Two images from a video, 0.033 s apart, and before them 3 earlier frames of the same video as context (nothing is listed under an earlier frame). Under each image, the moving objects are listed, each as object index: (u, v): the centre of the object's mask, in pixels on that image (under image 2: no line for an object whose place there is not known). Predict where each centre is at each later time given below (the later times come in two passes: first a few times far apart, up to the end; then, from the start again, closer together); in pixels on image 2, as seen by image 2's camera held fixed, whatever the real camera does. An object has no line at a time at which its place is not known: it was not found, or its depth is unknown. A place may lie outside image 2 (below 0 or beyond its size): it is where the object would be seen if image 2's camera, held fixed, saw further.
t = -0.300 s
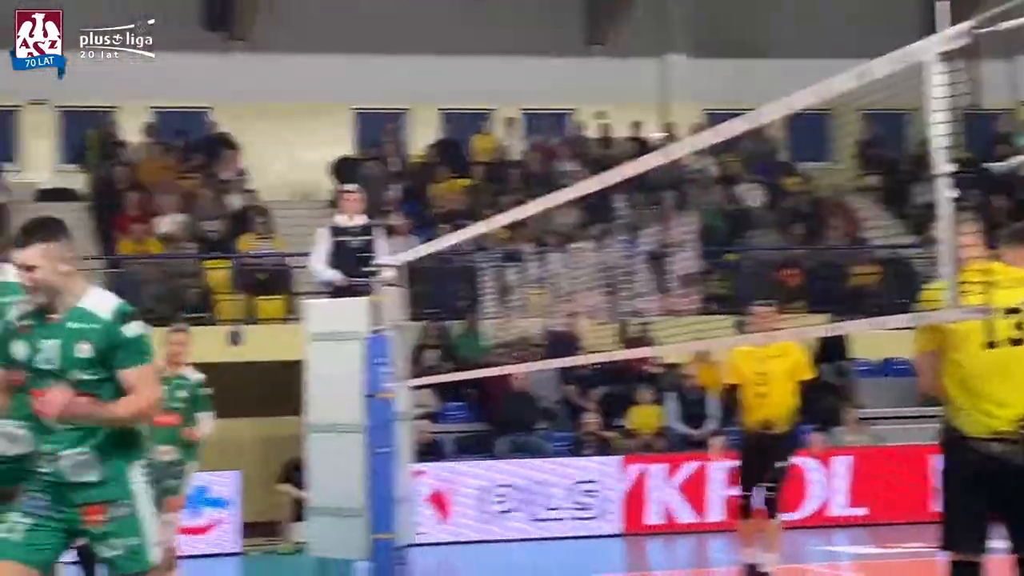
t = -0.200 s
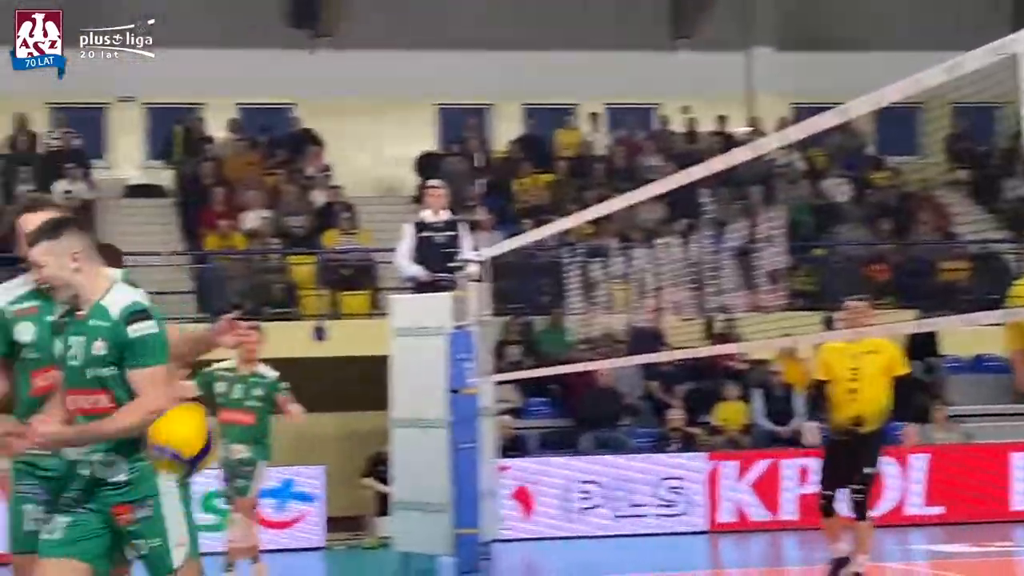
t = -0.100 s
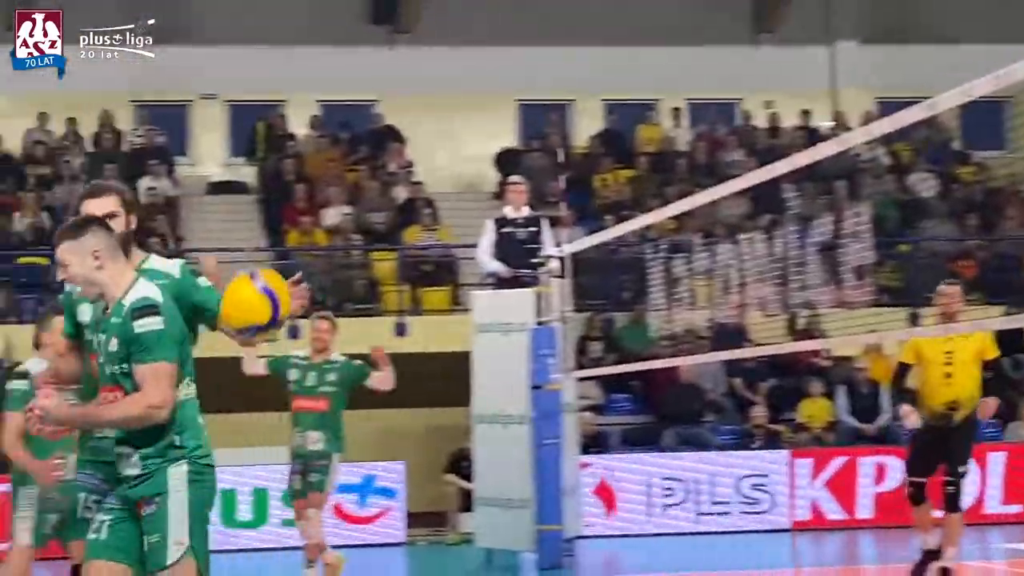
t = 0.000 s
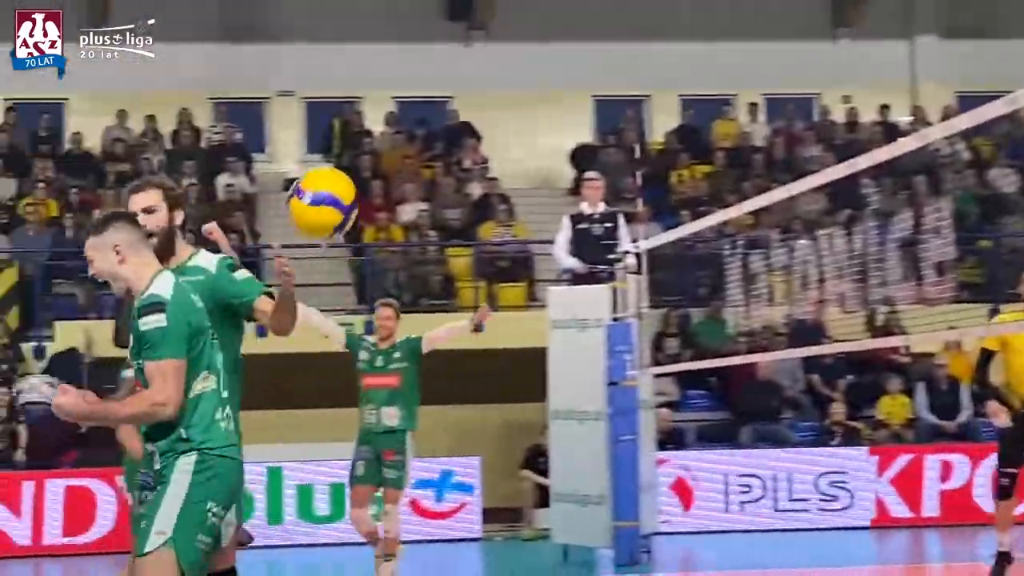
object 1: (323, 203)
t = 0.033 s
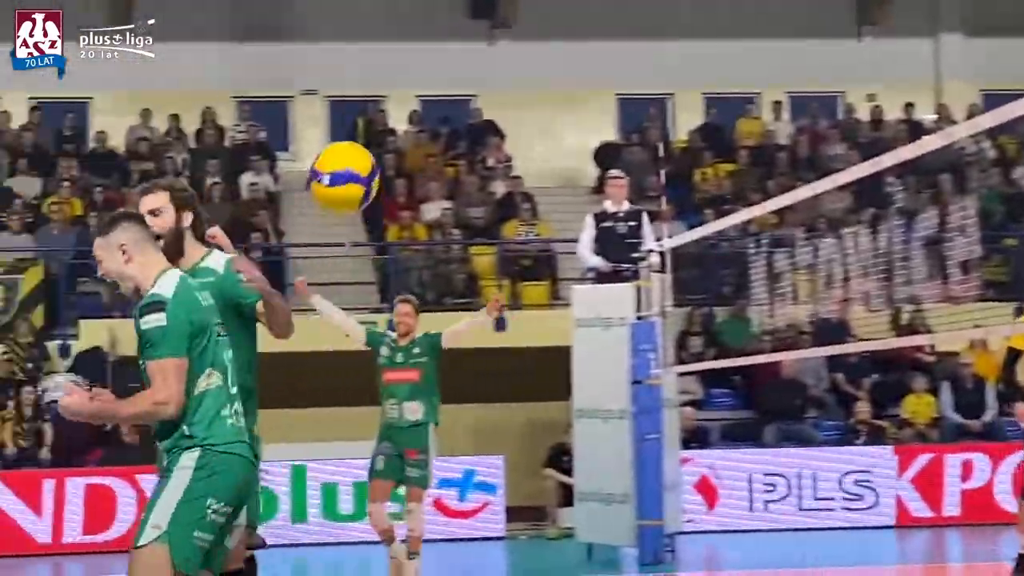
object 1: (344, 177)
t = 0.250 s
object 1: (326, 106)
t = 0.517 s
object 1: (308, 227)
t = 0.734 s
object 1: (297, 506)
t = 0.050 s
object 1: (342, 166)
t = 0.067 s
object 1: (341, 157)
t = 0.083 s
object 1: (339, 148)
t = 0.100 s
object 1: (337, 139)
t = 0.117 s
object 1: (336, 131)
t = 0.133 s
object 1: (335, 125)
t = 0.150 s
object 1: (333, 120)
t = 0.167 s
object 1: (331, 115)
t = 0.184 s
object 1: (330, 111)
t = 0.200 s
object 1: (329, 109)
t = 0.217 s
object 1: (328, 107)
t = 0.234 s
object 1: (327, 106)
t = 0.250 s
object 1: (326, 106)
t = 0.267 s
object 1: (324, 106)
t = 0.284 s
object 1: (323, 108)
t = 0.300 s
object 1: (322, 110)
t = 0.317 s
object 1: (320, 113)
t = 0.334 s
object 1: (319, 118)
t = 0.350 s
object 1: (318, 123)
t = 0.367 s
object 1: (317, 129)
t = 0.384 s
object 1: (316, 136)
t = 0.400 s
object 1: (315, 145)
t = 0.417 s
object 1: (314, 154)
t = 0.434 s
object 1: (312, 163)
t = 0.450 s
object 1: (310, 173)
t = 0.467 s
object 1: (311, 186)
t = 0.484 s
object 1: (309, 198)
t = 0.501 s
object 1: (309, 212)
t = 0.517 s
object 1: (308, 227)
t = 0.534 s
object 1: (307, 241)
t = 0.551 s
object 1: (306, 259)
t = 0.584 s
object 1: (304, 294)
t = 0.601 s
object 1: (303, 313)
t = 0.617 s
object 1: (302, 334)
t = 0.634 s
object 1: (301, 356)
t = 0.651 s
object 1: (301, 377)
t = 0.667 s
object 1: (300, 400)
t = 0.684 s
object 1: (299, 425)
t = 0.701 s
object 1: (298, 451)
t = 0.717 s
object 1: (298, 478)
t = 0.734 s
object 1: (297, 506)
